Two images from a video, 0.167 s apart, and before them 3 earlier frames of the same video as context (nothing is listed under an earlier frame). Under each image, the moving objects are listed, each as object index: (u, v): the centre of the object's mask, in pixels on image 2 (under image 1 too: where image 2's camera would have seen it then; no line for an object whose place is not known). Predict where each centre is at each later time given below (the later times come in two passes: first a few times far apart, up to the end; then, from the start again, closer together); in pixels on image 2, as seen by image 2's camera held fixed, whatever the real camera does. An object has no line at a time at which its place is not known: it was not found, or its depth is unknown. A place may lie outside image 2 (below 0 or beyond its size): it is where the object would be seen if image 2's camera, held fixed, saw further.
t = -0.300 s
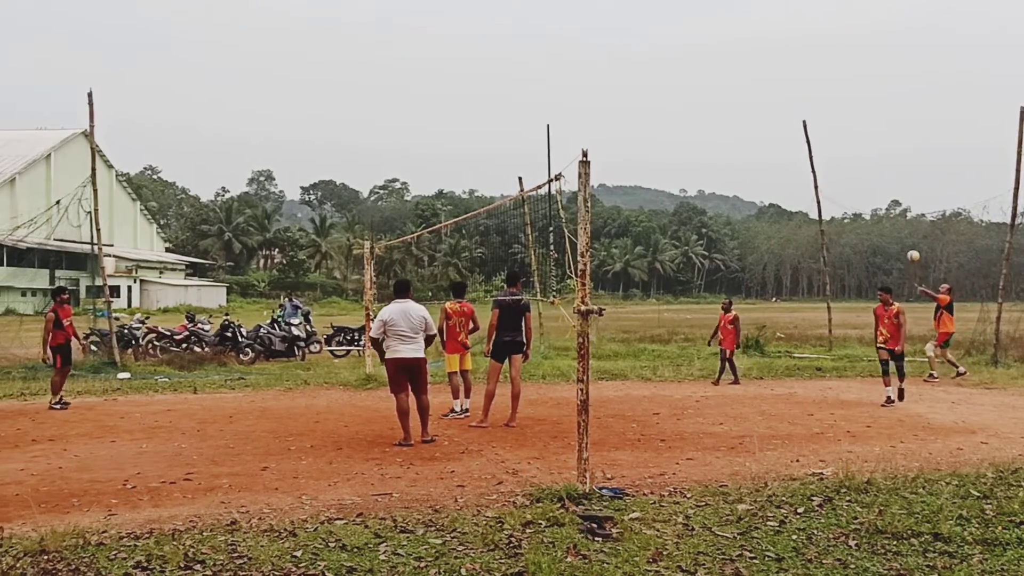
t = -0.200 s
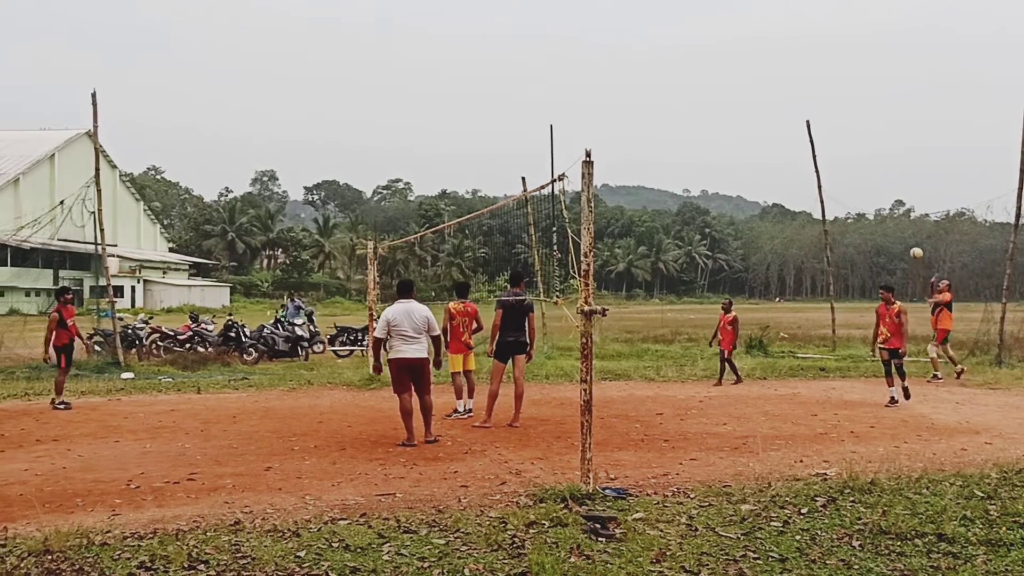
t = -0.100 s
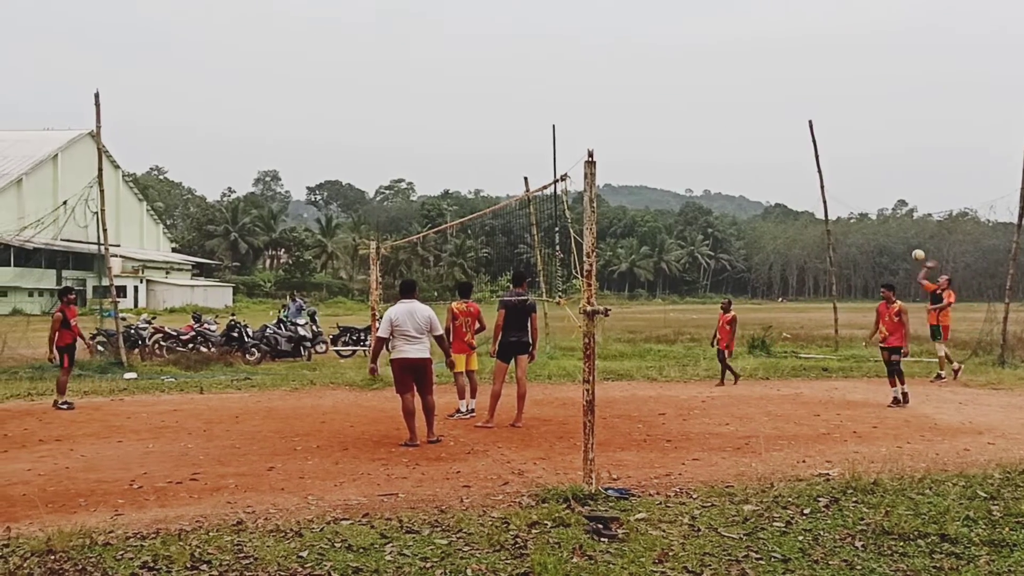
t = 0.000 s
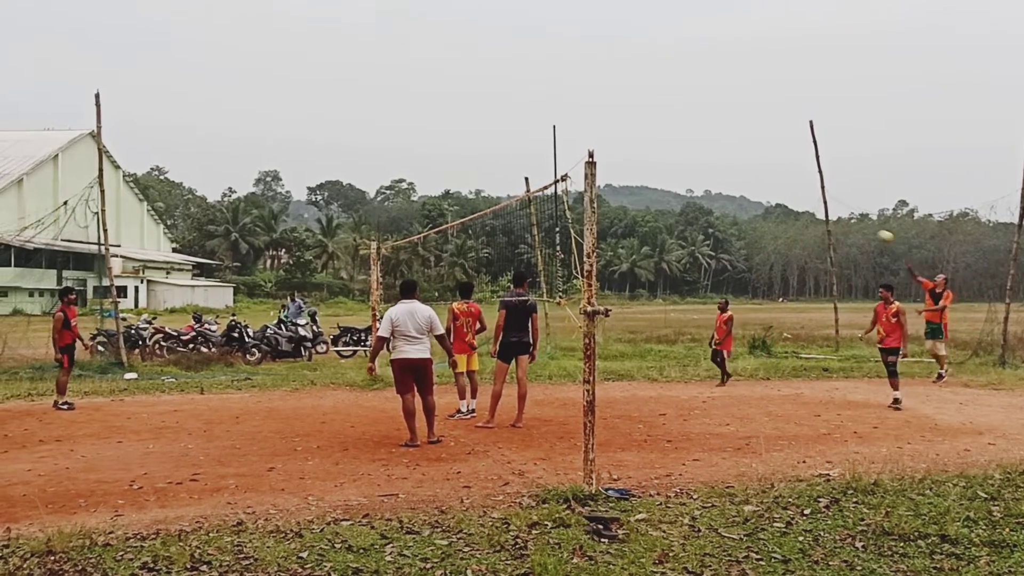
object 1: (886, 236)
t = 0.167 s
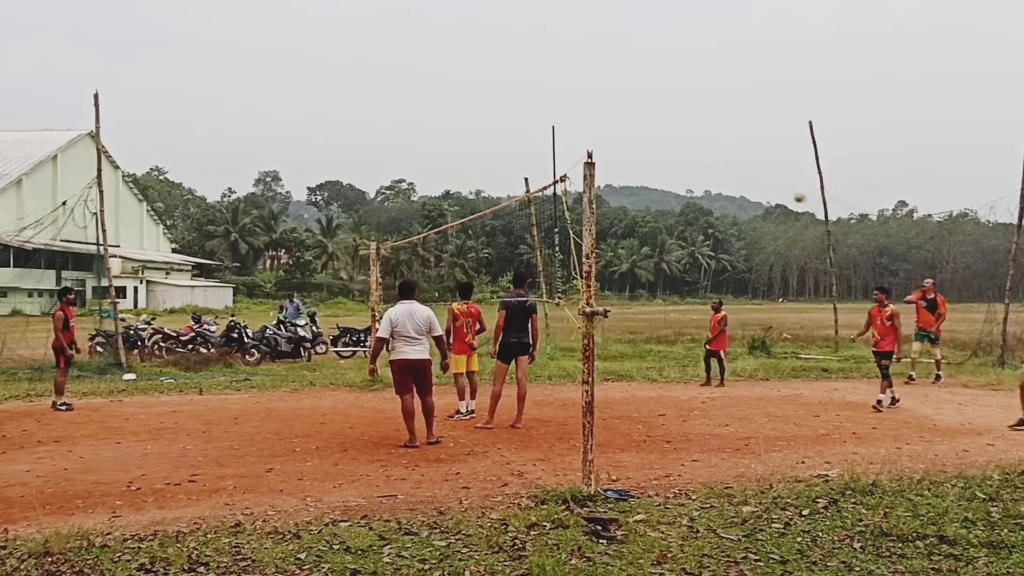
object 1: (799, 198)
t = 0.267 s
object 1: (743, 179)
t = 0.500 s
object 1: (594, 154)
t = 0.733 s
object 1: (428, 168)
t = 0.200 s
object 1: (781, 191)
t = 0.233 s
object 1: (762, 184)
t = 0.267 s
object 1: (743, 179)
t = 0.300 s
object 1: (723, 173)
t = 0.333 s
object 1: (703, 168)
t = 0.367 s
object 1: (682, 163)
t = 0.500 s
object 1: (594, 154)
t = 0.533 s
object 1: (573, 154)
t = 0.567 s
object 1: (550, 155)
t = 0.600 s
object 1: (527, 155)
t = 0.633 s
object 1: (503, 157)
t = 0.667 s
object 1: (479, 160)
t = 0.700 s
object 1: (454, 163)
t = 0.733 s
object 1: (428, 168)
